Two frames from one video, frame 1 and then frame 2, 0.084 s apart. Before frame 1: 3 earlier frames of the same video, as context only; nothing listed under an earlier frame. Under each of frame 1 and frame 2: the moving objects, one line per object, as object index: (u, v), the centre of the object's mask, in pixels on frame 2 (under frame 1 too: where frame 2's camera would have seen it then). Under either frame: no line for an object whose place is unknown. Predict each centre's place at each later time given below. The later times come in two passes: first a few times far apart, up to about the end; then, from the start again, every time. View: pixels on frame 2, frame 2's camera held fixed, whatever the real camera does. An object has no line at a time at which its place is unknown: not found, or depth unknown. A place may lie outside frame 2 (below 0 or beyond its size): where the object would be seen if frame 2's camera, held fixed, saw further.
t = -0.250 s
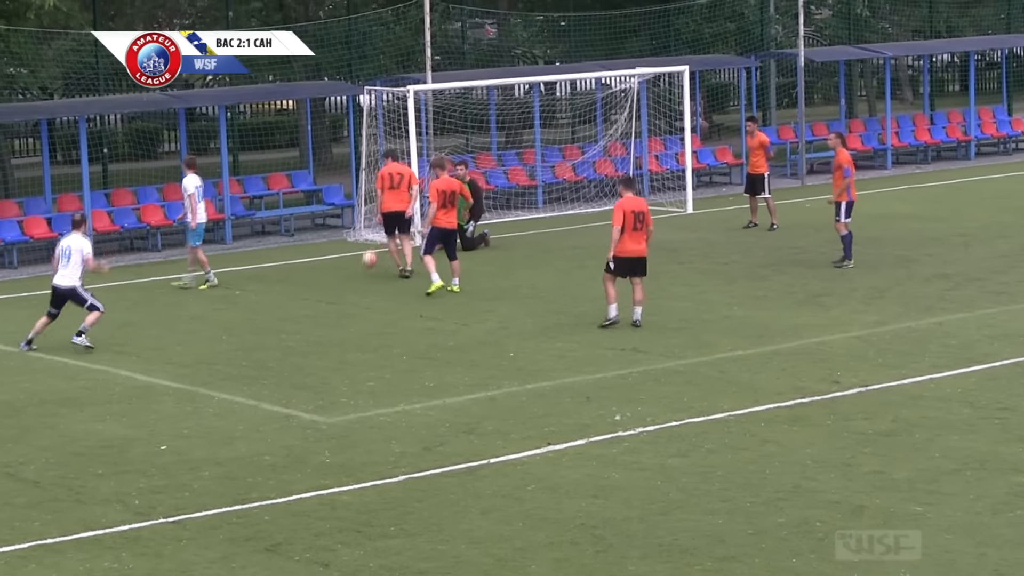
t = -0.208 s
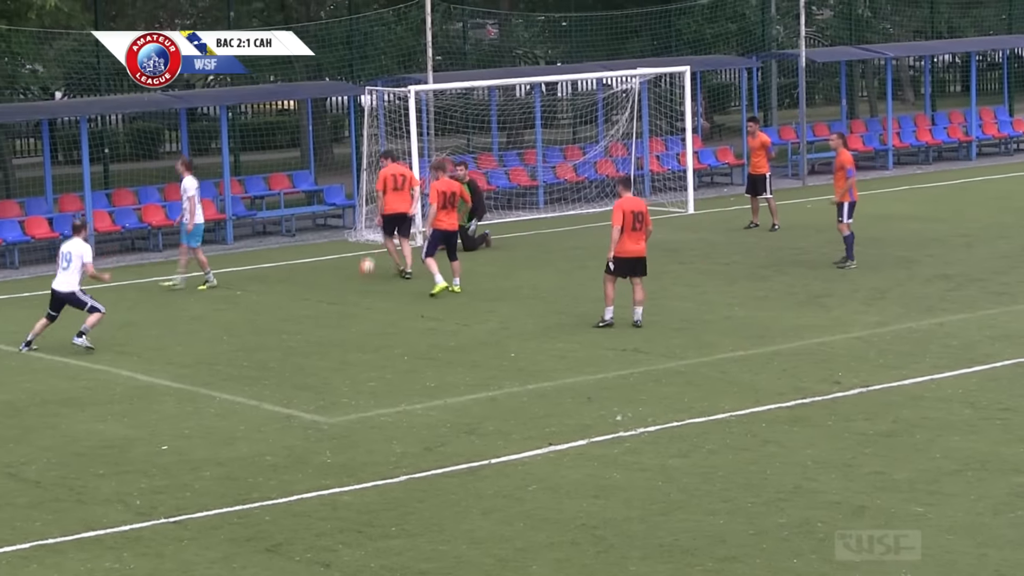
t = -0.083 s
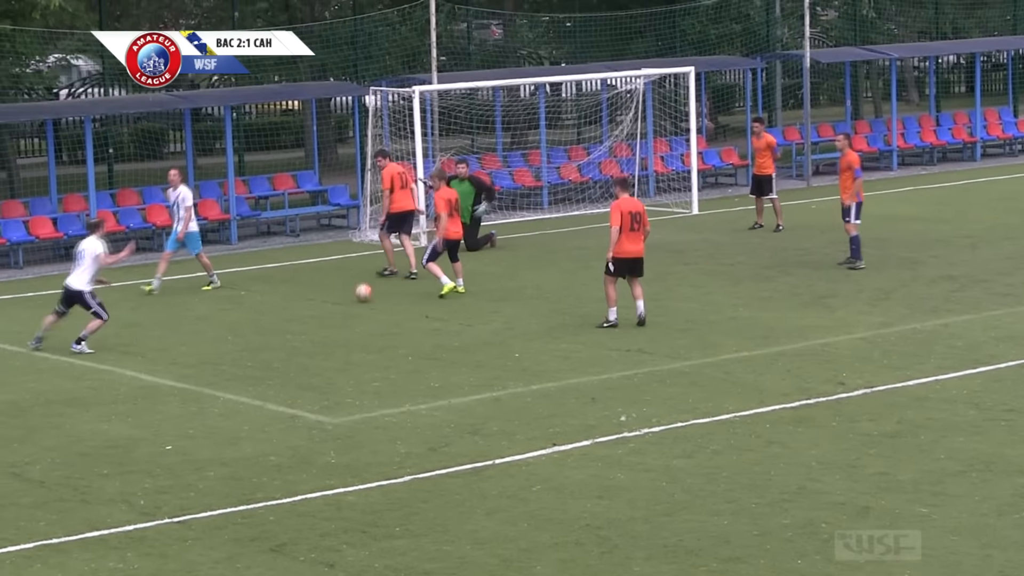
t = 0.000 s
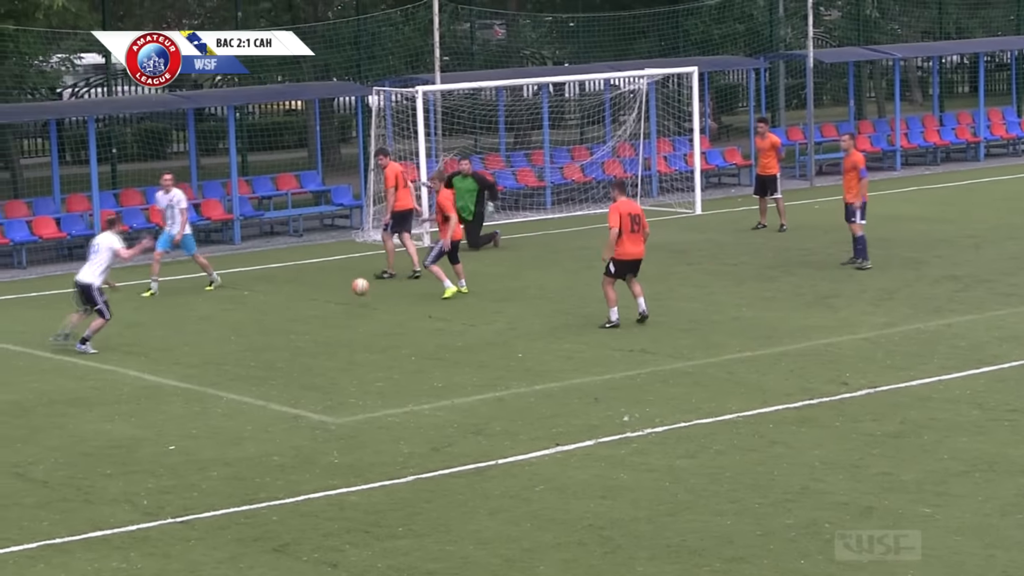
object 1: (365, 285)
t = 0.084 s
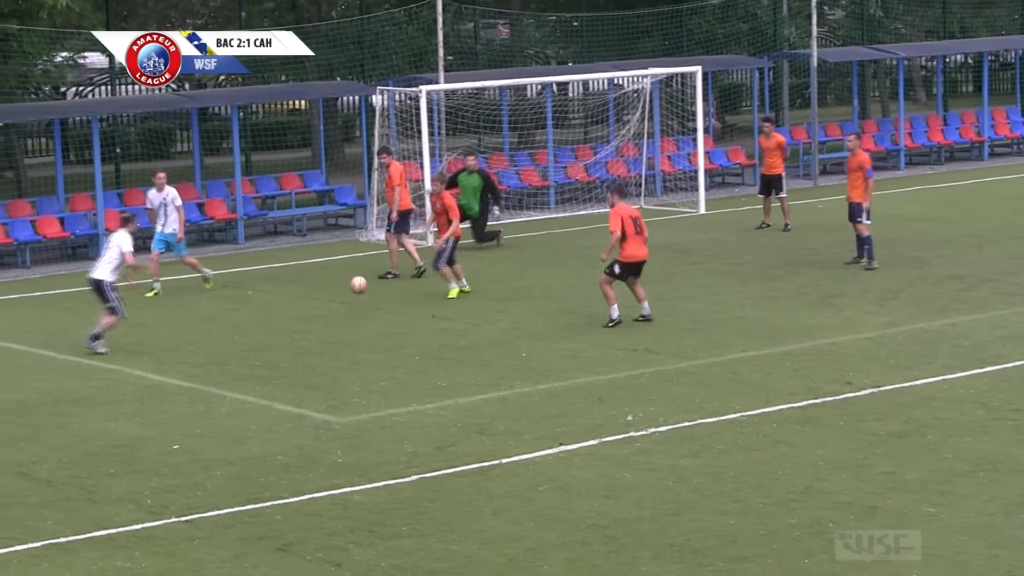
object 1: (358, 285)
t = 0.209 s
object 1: (352, 293)
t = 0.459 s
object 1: (333, 325)
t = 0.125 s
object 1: (356, 286)
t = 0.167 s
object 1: (354, 289)
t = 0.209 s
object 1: (352, 293)
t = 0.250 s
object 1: (349, 299)
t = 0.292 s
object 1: (346, 306)
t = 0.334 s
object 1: (343, 314)
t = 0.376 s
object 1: (341, 324)
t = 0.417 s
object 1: (337, 325)
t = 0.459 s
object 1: (333, 325)
